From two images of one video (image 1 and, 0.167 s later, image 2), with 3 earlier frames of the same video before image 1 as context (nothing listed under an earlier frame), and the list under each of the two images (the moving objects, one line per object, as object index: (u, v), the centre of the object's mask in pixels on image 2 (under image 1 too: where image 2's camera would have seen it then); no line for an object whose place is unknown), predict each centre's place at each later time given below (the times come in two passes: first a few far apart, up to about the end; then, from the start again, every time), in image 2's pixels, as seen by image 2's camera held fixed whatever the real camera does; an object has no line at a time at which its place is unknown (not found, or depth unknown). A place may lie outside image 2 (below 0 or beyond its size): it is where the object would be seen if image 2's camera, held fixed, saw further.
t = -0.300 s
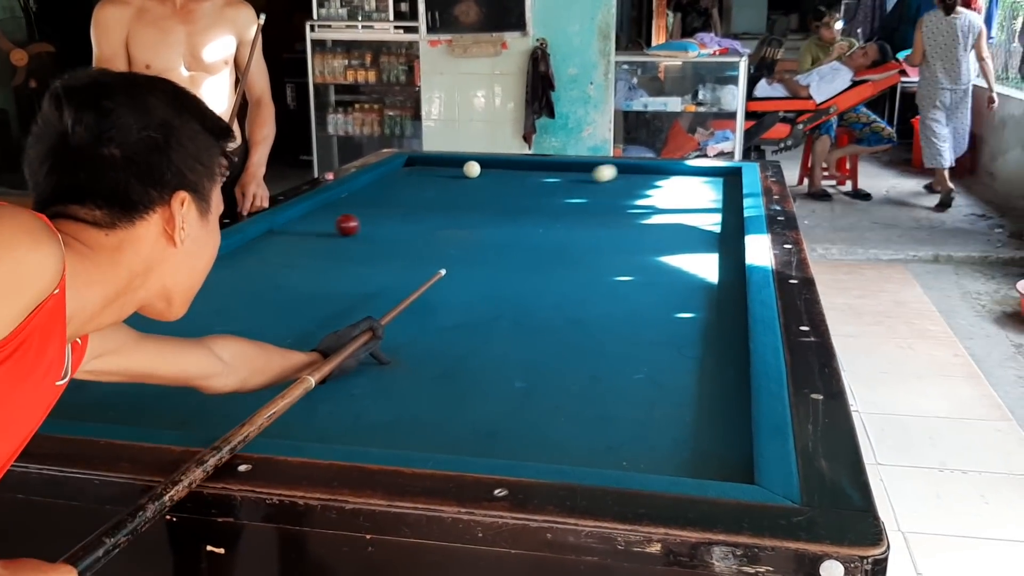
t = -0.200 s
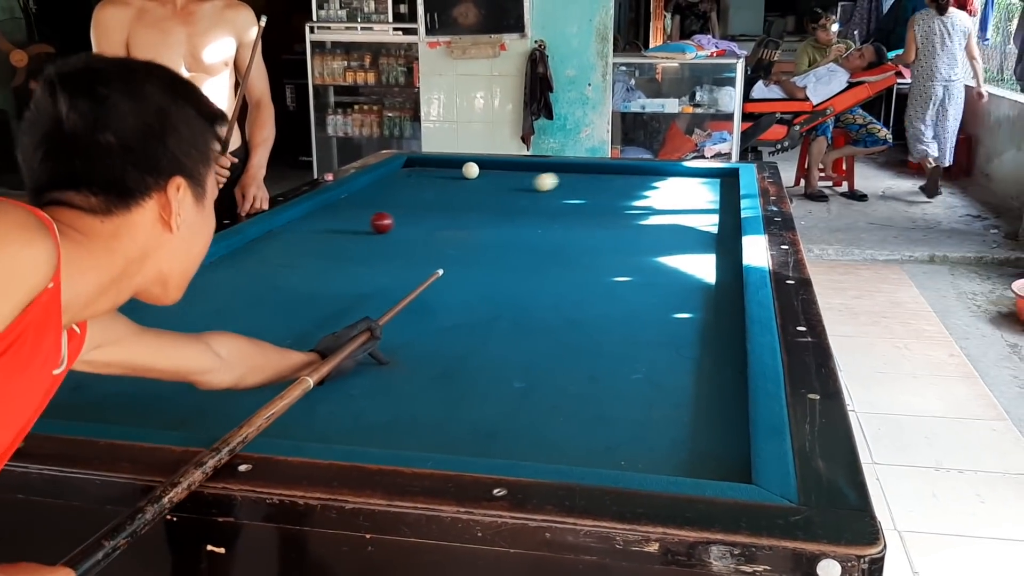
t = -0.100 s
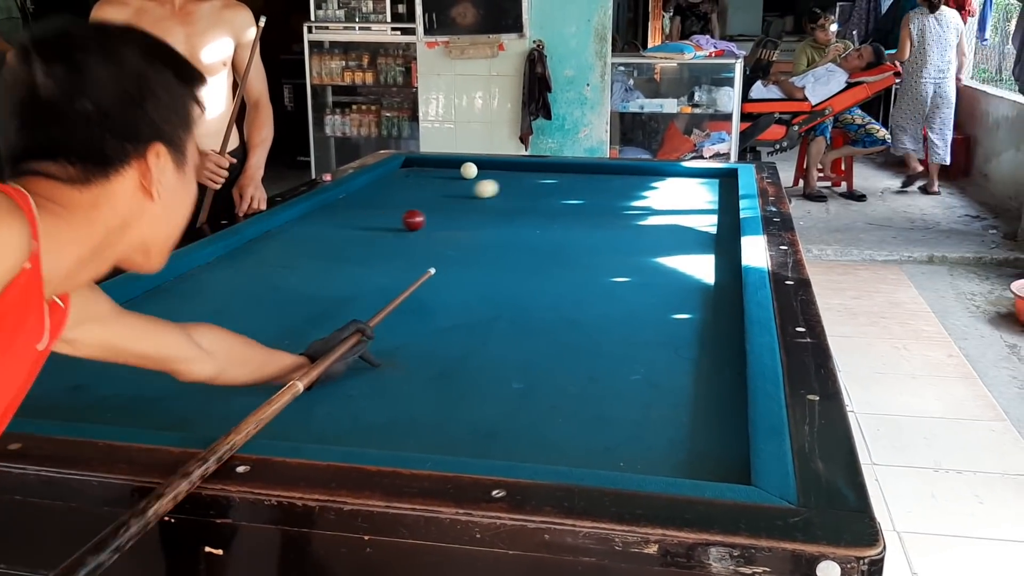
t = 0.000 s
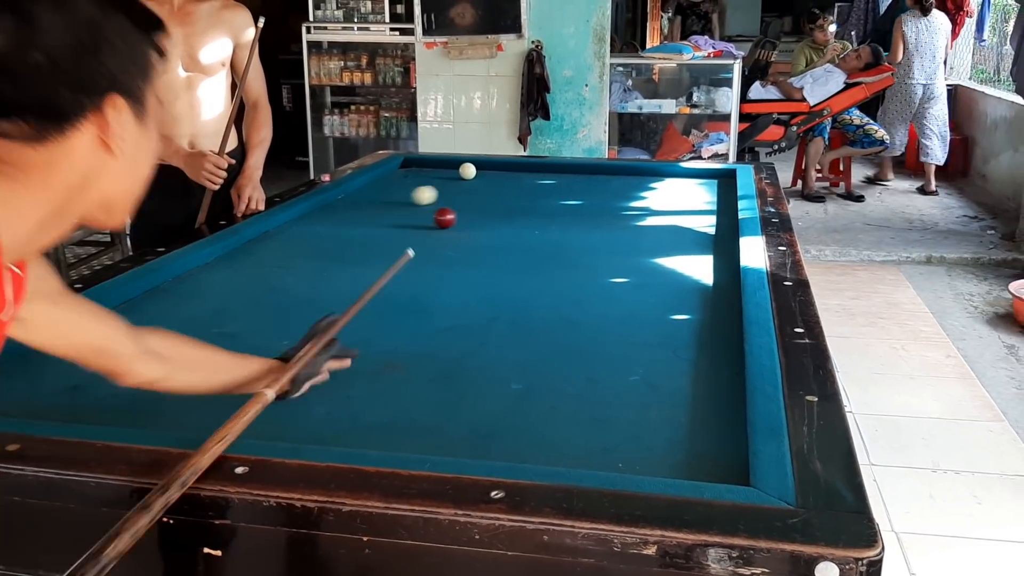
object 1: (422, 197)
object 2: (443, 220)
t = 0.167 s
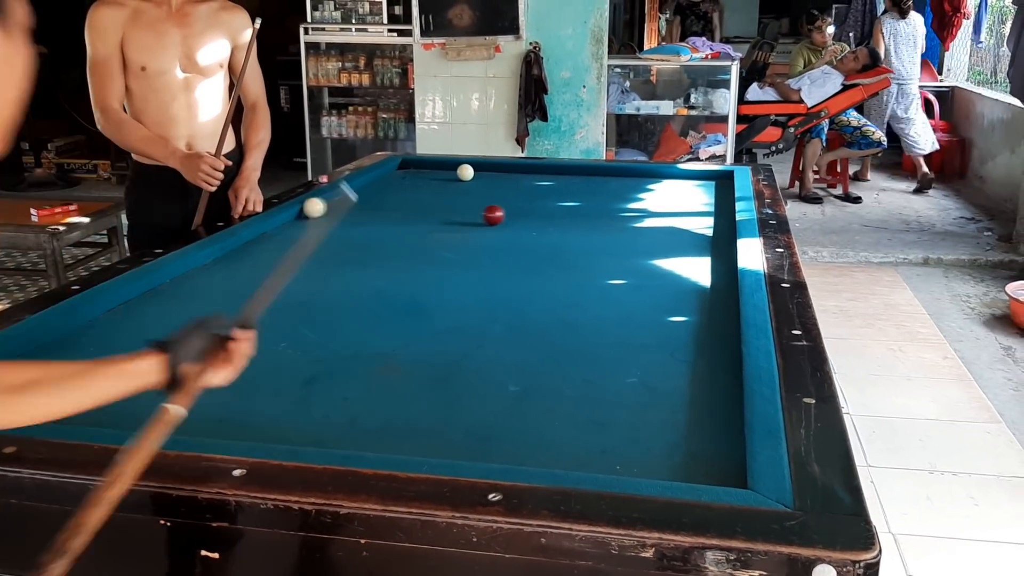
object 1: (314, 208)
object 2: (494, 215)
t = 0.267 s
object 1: (325, 219)
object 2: (523, 213)
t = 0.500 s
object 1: (348, 249)
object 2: (587, 207)
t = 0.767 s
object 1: (383, 295)
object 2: (654, 200)
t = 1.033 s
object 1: (434, 360)
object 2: (719, 193)
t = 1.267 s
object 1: (500, 445)
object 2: (707, 190)
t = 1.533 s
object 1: (679, 429)
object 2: (679, 186)
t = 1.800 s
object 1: (664, 381)
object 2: (654, 183)
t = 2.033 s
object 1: (604, 344)
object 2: (636, 181)
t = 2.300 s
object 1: (549, 310)
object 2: (615, 178)
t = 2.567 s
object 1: (506, 283)
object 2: (596, 176)
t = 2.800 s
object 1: (475, 264)
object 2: (582, 174)
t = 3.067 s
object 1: (445, 245)
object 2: (566, 172)
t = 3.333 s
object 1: (420, 229)
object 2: (552, 169)
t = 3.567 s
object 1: (402, 217)
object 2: (542, 168)
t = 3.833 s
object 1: (385, 205)
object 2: (533, 169)
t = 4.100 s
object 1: (371, 195)
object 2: (526, 169)
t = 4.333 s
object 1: (360, 186)
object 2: (522, 170)
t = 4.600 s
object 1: (384, 183)
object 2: (518, 170)
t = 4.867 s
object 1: (406, 179)
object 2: (516, 171)
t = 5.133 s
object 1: (427, 176)
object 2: (513, 171)
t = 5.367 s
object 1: (443, 174)
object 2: (513, 171)
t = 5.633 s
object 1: (450, 172)
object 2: (513, 171)
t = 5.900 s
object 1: (453, 170)
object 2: (514, 171)
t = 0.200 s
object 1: (317, 211)
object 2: (503, 214)
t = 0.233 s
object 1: (321, 215)
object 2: (513, 214)
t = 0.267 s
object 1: (325, 219)
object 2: (523, 213)
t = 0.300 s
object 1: (328, 223)
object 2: (532, 212)
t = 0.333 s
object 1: (331, 227)
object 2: (542, 211)
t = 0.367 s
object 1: (334, 231)
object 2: (551, 210)
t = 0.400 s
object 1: (337, 236)
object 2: (560, 209)
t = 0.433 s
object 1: (341, 240)
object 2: (569, 208)
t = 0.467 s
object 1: (344, 244)
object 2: (579, 208)
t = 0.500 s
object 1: (348, 249)
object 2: (587, 207)
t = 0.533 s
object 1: (352, 254)
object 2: (596, 206)
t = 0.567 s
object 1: (356, 259)
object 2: (604, 205)
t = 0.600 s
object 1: (360, 265)
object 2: (614, 204)
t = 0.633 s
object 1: (364, 270)
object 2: (621, 203)
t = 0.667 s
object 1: (368, 276)
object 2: (629, 203)
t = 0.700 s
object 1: (373, 282)
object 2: (638, 202)
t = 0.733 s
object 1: (378, 288)
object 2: (646, 201)
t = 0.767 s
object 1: (383, 295)
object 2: (654, 200)
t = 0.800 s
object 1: (388, 301)
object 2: (662, 199)
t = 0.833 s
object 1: (394, 308)
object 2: (669, 198)
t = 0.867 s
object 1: (400, 316)
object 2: (677, 198)
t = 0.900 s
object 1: (406, 324)
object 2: (685, 198)
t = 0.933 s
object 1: (412, 332)
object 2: (694, 197)
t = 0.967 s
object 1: (419, 341)
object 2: (704, 195)
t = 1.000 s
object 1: (426, 351)
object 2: (712, 194)
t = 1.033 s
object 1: (434, 360)
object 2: (719, 193)
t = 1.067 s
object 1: (442, 370)
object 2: (725, 192)
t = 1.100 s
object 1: (450, 381)
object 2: (724, 192)
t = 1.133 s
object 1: (459, 393)
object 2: (720, 191)
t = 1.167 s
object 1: (468, 405)
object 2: (717, 191)
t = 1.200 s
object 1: (478, 417)
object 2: (713, 191)
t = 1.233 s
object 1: (489, 431)
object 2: (710, 190)
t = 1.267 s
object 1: (500, 445)
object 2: (707, 190)
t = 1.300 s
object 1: (512, 453)
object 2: (703, 189)
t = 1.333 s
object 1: (537, 455)
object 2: (700, 189)
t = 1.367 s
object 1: (563, 452)
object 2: (696, 188)
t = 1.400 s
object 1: (587, 448)
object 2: (693, 188)
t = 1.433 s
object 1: (611, 443)
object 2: (689, 187)
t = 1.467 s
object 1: (634, 438)
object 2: (686, 187)
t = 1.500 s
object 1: (657, 433)
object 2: (682, 187)
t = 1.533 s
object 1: (679, 429)
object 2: (679, 186)
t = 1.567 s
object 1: (701, 424)
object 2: (676, 186)
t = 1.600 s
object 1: (721, 420)
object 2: (672, 185)
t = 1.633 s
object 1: (718, 413)
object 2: (669, 185)
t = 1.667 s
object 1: (705, 406)
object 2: (667, 184)
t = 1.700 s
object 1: (694, 399)
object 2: (664, 184)
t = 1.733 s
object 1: (684, 393)
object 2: (660, 184)
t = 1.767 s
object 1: (674, 387)
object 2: (657, 183)
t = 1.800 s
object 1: (664, 381)
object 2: (654, 183)
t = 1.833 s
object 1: (654, 375)
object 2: (652, 183)
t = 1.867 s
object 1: (645, 369)
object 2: (649, 182)
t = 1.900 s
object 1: (636, 364)
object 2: (647, 182)
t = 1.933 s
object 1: (628, 358)
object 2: (644, 182)
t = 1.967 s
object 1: (619, 353)
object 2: (641, 182)
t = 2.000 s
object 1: (611, 348)
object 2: (638, 181)
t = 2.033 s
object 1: (604, 344)
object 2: (636, 181)
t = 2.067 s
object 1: (596, 339)
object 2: (633, 181)
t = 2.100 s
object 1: (589, 334)
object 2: (630, 180)
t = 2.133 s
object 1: (582, 330)
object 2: (627, 180)
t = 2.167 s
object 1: (575, 326)
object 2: (625, 180)
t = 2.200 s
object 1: (568, 322)
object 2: (622, 179)
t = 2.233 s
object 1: (562, 318)
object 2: (620, 179)
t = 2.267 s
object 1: (555, 314)
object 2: (617, 179)
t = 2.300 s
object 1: (549, 310)
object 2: (615, 178)
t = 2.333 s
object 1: (543, 306)
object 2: (613, 178)
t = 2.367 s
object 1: (537, 303)
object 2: (610, 178)
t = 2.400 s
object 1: (532, 299)
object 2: (608, 177)
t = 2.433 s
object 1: (526, 296)
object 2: (605, 177)
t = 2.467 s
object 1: (521, 293)
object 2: (603, 177)
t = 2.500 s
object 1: (516, 289)
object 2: (601, 176)
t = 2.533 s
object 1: (511, 286)
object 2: (599, 176)
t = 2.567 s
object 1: (506, 283)
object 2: (596, 176)
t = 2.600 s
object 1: (501, 280)
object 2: (594, 175)
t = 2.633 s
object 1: (496, 277)
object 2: (592, 175)
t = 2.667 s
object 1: (492, 275)
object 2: (590, 175)
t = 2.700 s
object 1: (487, 272)
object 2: (588, 175)
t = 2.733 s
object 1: (483, 269)
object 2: (586, 175)
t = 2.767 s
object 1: (479, 267)
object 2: (584, 174)
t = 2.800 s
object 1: (475, 264)
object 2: (582, 174)
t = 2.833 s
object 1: (470, 261)
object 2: (579, 174)
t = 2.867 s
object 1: (467, 259)
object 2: (577, 173)
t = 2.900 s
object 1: (463, 257)
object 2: (575, 173)
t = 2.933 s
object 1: (459, 254)
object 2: (574, 173)
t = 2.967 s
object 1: (455, 252)
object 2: (571, 173)
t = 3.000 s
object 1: (452, 250)
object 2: (570, 172)
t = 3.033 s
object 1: (448, 247)
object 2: (568, 172)
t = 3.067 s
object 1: (445, 245)
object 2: (566, 172)
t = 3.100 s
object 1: (441, 243)
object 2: (564, 172)
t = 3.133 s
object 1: (438, 241)
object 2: (562, 171)
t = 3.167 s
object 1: (435, 239)
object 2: (560, 171)
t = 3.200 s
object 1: (432, 237)
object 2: (559, 171)
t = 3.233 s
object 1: (429, 235)
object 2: (557, 170)
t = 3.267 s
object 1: (426, 233)
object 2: (555, 170)
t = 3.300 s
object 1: (423, 231)
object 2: (554, 170)
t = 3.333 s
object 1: (420, 229)
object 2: (552, 169)
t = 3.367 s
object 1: (418, 227)
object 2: (550, 169)
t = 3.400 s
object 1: (415, 226)
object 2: (549, 169)
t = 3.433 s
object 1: (412, 224)
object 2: (547, 169)
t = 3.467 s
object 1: (410, 222)
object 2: (546, 169)
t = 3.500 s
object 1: (408, 220)
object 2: (544, 168)
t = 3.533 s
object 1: (405, 219)
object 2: (543, 168)
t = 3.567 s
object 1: (402, 217)
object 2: (542, 168)
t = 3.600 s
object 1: (400, 216)
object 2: (540, 168)
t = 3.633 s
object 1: (398, 214)
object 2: (539, 168)
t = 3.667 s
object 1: (396, 212)
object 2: (538, 168)
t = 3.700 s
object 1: (394, 211)
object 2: (537, 168)
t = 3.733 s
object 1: (391, 209)
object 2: (536, 169)
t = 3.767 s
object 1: (389, 208)
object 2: (535, 169)
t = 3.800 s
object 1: (387, 206)
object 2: (534, 169)
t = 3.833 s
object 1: (385, 205)
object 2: (533, 169)
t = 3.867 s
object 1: (383, 204)
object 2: (532, 169)
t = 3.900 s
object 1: (382, 202)
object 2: (531, 169)
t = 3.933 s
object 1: (380, 201)
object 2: (530, 169)
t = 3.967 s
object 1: (378, 200)
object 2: (530, 169)
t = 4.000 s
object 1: (376, 198)
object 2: (529, 169)
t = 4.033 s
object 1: (374, 197)
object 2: (528, 169)
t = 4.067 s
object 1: (372, 196)
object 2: (527, 169)
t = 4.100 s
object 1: (371, 195)
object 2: (526, 169)
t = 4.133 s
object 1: (369, 193)
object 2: (526, 169)
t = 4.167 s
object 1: (368, 192)
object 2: (525, 169)
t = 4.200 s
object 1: (366, 191)
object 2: (524, 169)
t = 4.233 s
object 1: (364, 190)
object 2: (524, 170)
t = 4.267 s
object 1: (363, 189)
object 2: (523, 170)
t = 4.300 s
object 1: (361, 188)
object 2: (522, 170)
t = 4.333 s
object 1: (360, 186)
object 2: (522, 170)
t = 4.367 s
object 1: (363, 186)
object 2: (521, 170)
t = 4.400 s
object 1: (366, 185)
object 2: (521, 170)
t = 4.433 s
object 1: (369, 185)
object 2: (520, 170)
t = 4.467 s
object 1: (372, 184)
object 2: (520, 170)
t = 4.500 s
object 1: (375, 184)
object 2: (519, 170)
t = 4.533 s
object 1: (378, 184)
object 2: (519, 170)
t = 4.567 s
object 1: (381, 183)
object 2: (518, 170)
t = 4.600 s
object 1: (384, 183)
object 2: (518, 170)
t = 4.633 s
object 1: (387, 182)
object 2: (518, 170)
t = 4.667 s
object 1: (390, 182)
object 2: (517, 170)
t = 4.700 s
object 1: (393, 181)
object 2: (517, 170)
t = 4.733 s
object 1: (396, 181)
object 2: (517, 170)
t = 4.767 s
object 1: (398, 181)
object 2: (516, 171)
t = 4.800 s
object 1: (401, 180)
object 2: (516, 171)
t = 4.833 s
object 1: (404, 180)
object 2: (516, 171)
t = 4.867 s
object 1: (406, 179)
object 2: (516, 171)
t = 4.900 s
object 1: (409, 179)
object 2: (515, 171)
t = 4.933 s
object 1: (412, 179)
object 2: (515, 171)
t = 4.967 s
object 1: (414, 178)
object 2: (515, 171)
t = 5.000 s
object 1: (417, 178)
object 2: (515, 171)
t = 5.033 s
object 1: (419, 177)
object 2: (514, 171)
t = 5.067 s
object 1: (422, 177)
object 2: (514, 171)
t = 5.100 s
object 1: (424, 177)
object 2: (514, 171)
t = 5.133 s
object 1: (427, 176)
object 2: (513, 171)
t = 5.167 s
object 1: (429, 176)
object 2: (514, 171)
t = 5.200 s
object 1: (432, 176)
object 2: (513, 171)
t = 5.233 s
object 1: (434, 175)
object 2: (513, 171)
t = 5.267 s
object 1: (437, 175)
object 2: (513, 171)
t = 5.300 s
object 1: (439, 175)
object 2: (513, 171)
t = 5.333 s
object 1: (441, 174)
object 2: (513, 171)
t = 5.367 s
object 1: (443, 174)
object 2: (513, 171)
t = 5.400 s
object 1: (446, 174)
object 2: (513, 171)
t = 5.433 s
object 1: (448, 173)
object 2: (513, 171)
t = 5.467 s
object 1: (449, 173)
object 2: (513, 171)
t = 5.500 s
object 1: (449, 173)
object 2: (513, 171)
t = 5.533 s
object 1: (449, 173)
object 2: (513, 171)
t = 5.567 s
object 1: (450, 172)
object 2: (513, 171)
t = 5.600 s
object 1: (450, 172)
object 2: (513, 171)
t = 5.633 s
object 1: (450, 172)
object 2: (513, 171)
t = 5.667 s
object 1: (451, 172)
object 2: (513, 171)
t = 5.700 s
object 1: (451, 172)
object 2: (513, 171)
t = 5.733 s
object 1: (452, 171)
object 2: (513, 171)
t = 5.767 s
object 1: (452, 171)
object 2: (513, 171)
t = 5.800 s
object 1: (452, 171)
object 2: (513, 171)
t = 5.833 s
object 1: (453, 171)
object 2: (513, 171)
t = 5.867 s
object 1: (453, 170)
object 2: (514, 171)
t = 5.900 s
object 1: (453, 170)
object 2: (514, 171)
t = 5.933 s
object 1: (454, 170)
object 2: (514, 171)
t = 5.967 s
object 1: (454, 170)
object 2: (513, 171)
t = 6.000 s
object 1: (455, 170)
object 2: (514, 171)
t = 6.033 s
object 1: (455, 170)
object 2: (514, 171)
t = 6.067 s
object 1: (456, 169)
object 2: (514, 171)
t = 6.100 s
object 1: (456, 169)
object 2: (514, 171)
